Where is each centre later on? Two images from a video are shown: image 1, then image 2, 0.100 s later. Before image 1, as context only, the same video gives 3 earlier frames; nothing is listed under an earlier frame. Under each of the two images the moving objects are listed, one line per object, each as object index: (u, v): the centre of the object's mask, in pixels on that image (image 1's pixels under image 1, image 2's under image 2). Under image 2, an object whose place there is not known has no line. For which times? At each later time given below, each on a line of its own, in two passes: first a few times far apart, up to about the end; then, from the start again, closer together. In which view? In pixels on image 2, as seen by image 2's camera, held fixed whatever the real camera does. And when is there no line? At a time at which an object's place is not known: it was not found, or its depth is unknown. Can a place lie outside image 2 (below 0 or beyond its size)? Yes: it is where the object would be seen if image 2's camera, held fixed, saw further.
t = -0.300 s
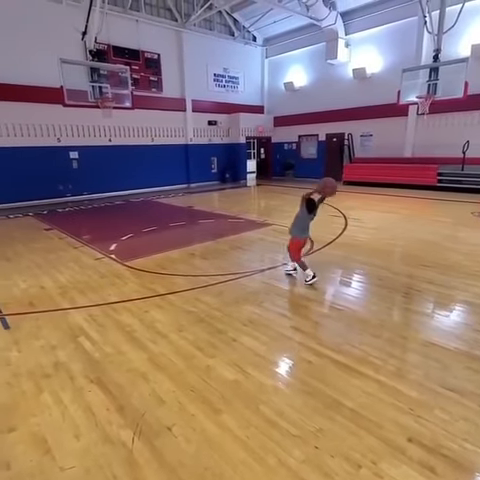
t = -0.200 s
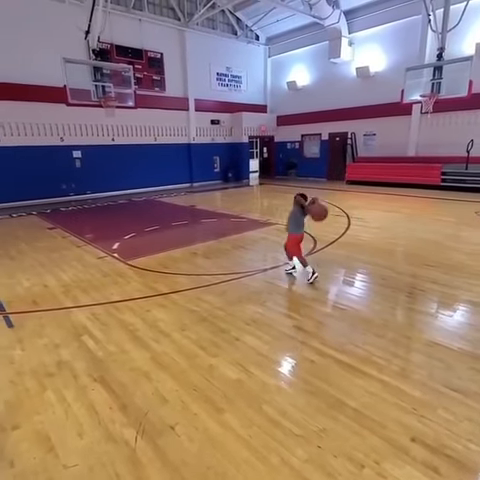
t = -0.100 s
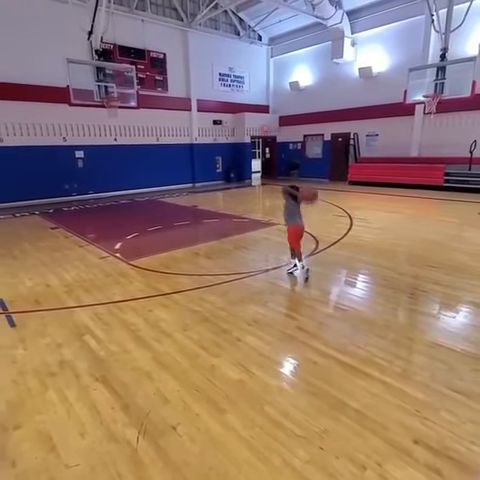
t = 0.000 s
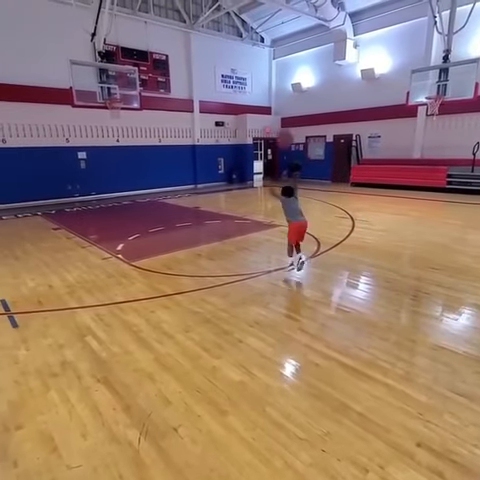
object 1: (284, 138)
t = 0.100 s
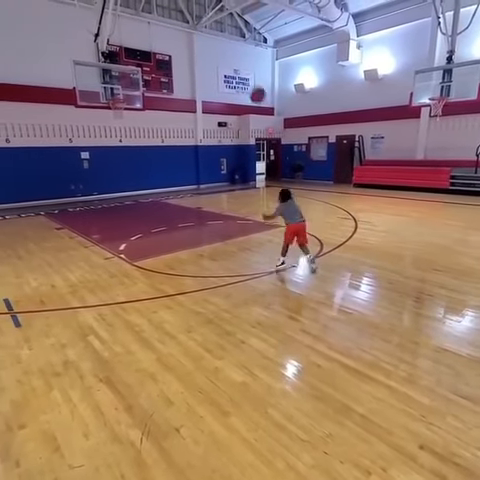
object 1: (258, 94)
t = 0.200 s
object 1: (232, 64)
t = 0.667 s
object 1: (152, 35)
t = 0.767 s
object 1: (142, 46)
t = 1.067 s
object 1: (119, 95)
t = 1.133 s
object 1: (116, 98)
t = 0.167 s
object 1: (240, 72)
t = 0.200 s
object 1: (232, 64)
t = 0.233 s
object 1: (224, 55)
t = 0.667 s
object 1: (152, 35)
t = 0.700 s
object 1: (149, 39)
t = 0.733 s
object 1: (145, 42)
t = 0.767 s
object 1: (142, 46)
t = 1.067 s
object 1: (119, 95)
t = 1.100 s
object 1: (116, 96)
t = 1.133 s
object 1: (116, 98)
